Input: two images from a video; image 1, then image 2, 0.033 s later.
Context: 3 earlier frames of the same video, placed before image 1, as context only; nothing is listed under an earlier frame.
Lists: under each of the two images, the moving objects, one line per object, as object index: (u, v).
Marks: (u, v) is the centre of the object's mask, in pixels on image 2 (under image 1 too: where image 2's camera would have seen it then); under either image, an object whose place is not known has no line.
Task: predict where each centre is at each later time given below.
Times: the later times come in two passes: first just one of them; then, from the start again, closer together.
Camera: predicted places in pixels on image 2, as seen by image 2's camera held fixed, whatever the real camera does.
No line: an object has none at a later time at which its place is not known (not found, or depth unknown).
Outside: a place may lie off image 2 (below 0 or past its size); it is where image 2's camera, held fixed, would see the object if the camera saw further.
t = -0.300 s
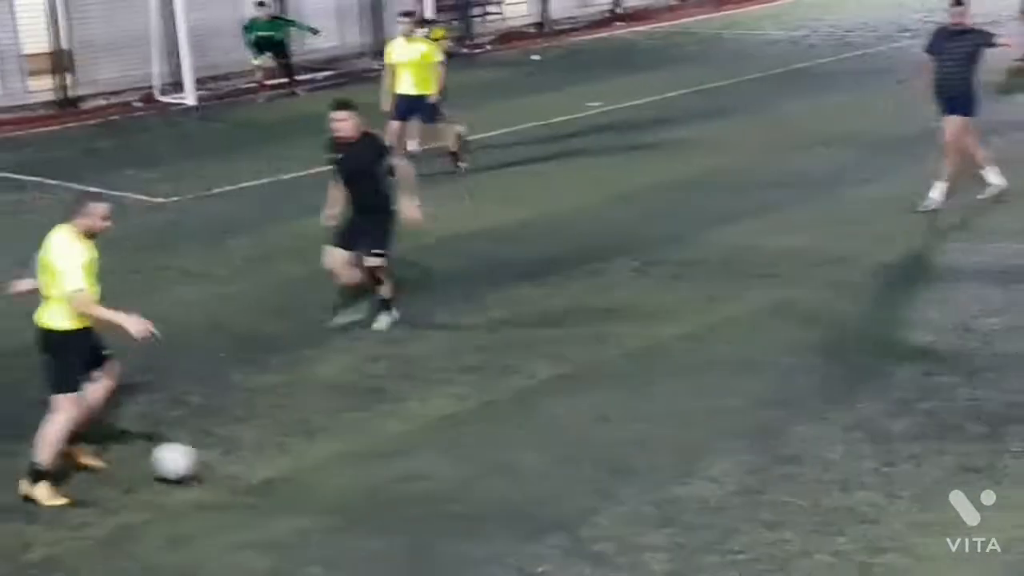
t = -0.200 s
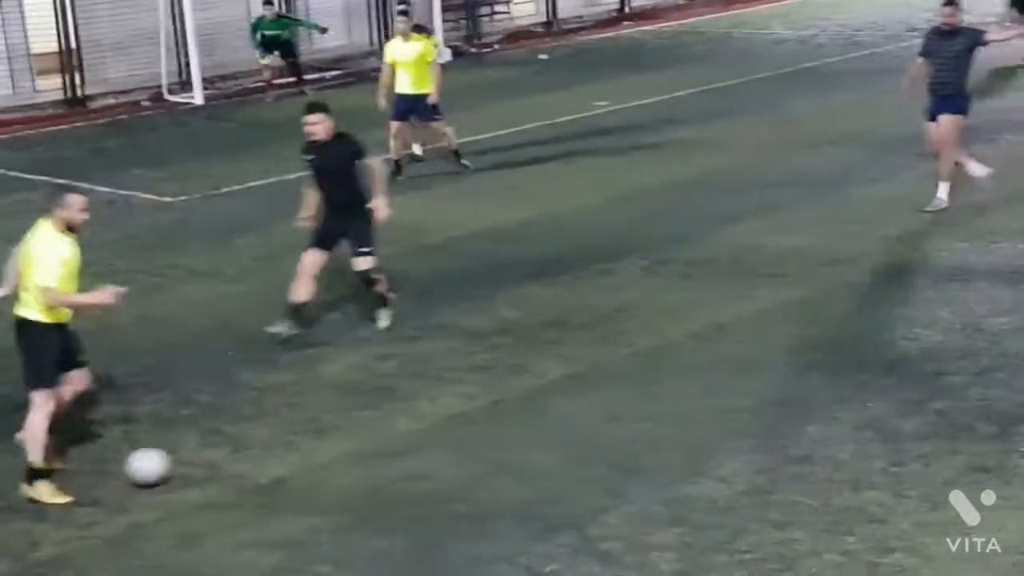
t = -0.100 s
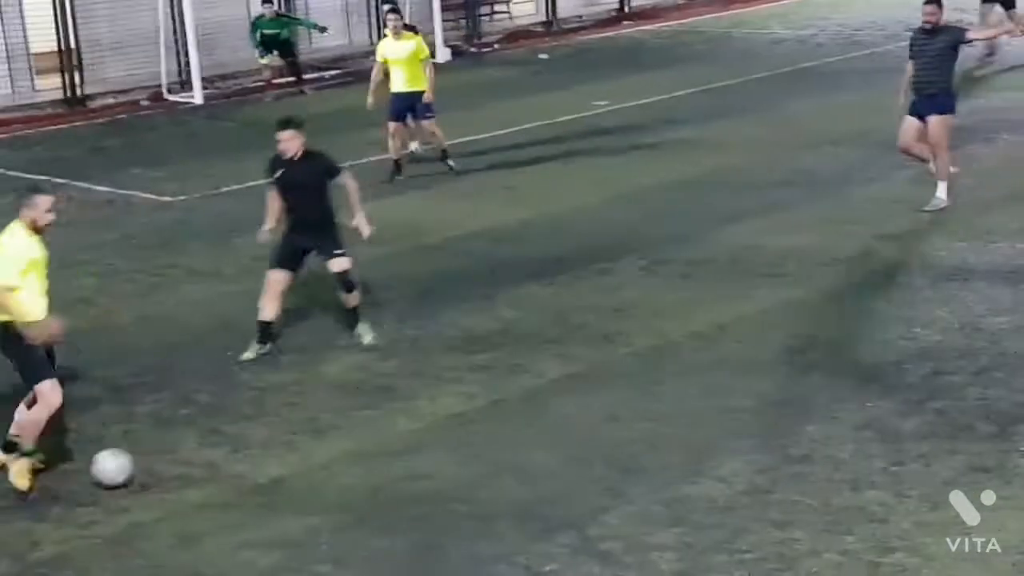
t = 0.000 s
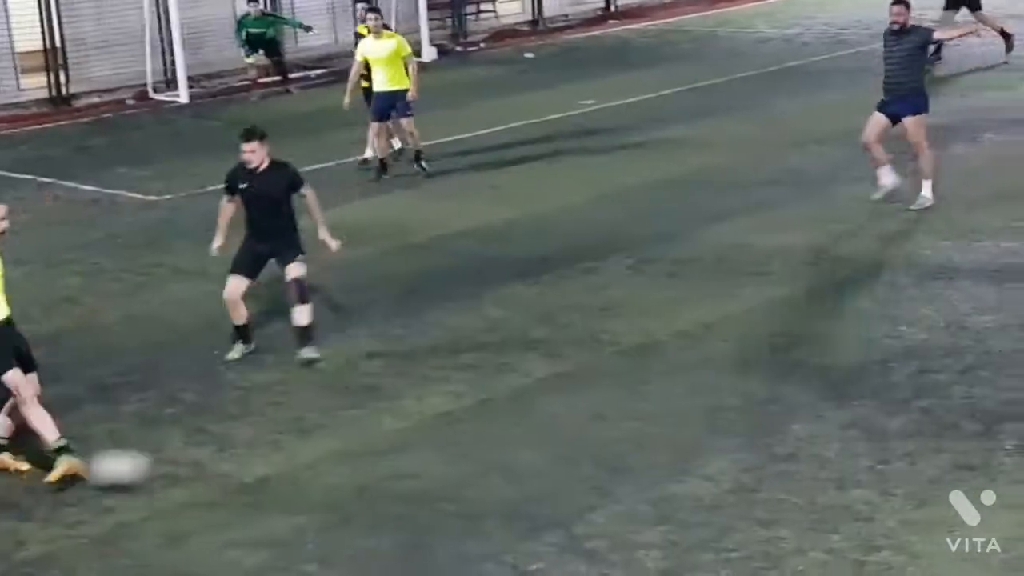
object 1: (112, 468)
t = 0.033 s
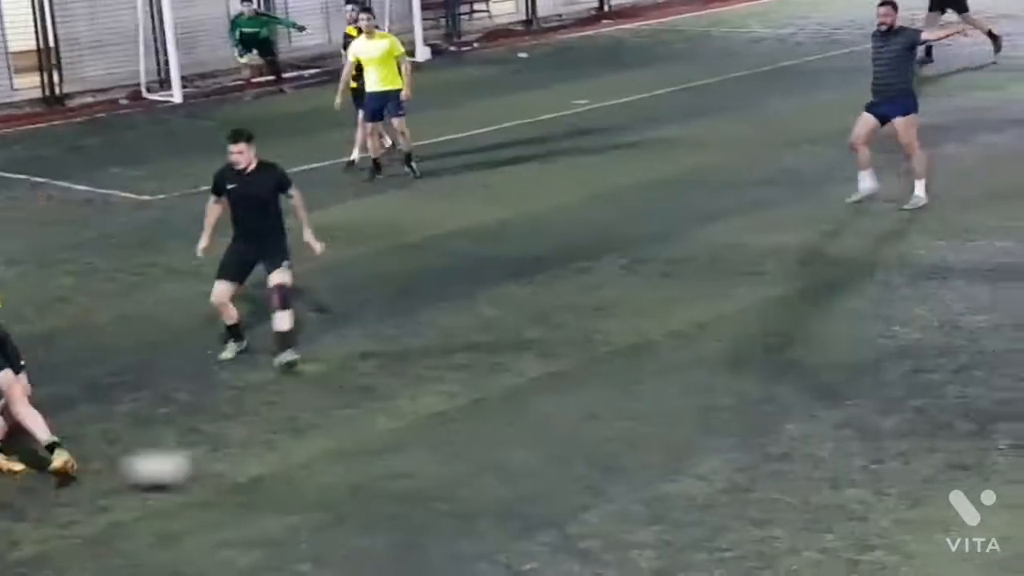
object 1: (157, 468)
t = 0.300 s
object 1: (505, 466)
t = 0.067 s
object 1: (208, 469)
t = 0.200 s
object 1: (385, 475)
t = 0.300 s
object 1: (505, 466)
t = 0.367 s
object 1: (581, 471)
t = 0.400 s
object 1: (623, 477)
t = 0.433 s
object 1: (668, 484)
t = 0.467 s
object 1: (707, 491)
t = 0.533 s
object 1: (769, 481)
